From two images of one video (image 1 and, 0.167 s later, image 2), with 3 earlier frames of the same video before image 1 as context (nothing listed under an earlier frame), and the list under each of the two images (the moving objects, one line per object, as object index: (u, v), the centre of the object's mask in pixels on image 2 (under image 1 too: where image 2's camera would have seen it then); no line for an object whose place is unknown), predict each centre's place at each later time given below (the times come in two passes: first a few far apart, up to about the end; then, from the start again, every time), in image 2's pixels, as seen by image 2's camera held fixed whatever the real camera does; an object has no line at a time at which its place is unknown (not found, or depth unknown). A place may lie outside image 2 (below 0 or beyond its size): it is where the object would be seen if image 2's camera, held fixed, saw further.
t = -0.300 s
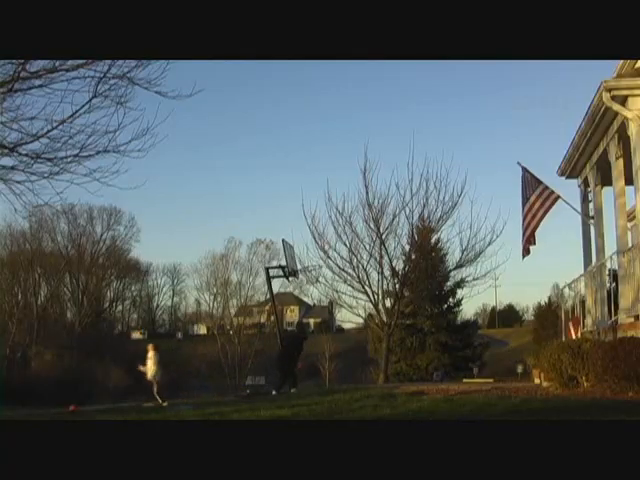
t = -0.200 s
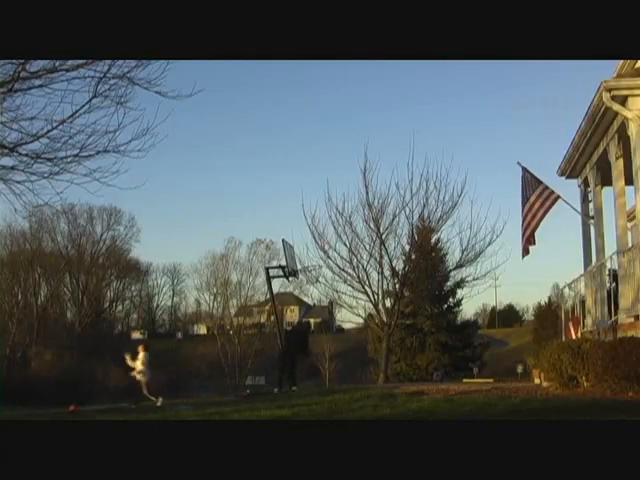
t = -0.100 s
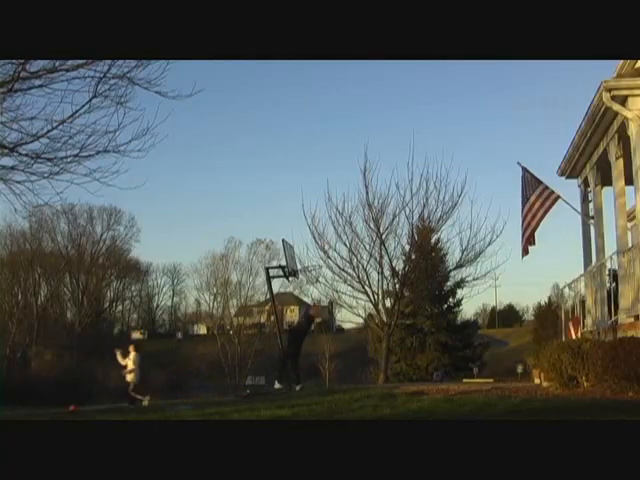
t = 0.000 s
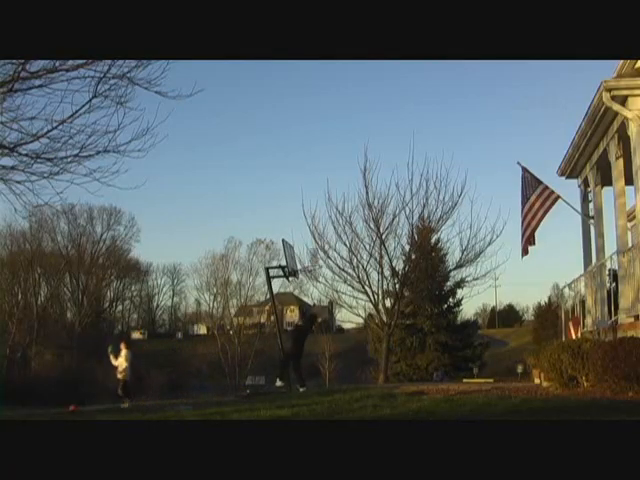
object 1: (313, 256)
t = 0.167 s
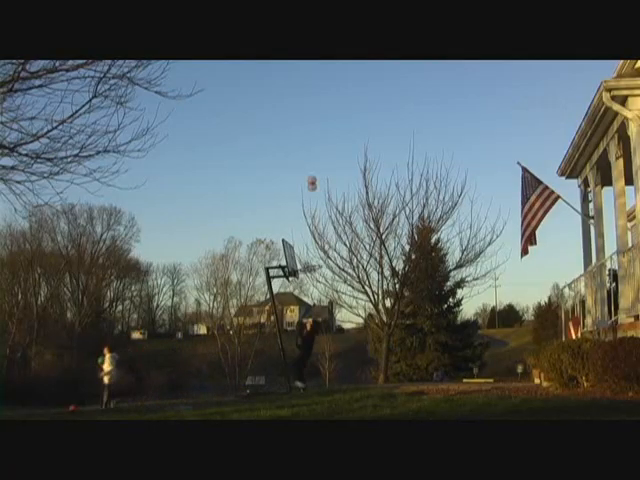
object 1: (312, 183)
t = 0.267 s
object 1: (311, 147)
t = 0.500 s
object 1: (310, 81)
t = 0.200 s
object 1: (311, 170)
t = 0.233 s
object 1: (311, 159)
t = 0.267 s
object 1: (311, 147)
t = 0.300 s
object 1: (311, 136)
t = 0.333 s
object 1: (311, 126)
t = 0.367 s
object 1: (311, 116)
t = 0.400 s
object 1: (311, 106)
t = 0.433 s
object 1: (310, 98)
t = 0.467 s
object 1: (310, 88)
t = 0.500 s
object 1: (310, 81)
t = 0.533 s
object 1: (310, 74)
